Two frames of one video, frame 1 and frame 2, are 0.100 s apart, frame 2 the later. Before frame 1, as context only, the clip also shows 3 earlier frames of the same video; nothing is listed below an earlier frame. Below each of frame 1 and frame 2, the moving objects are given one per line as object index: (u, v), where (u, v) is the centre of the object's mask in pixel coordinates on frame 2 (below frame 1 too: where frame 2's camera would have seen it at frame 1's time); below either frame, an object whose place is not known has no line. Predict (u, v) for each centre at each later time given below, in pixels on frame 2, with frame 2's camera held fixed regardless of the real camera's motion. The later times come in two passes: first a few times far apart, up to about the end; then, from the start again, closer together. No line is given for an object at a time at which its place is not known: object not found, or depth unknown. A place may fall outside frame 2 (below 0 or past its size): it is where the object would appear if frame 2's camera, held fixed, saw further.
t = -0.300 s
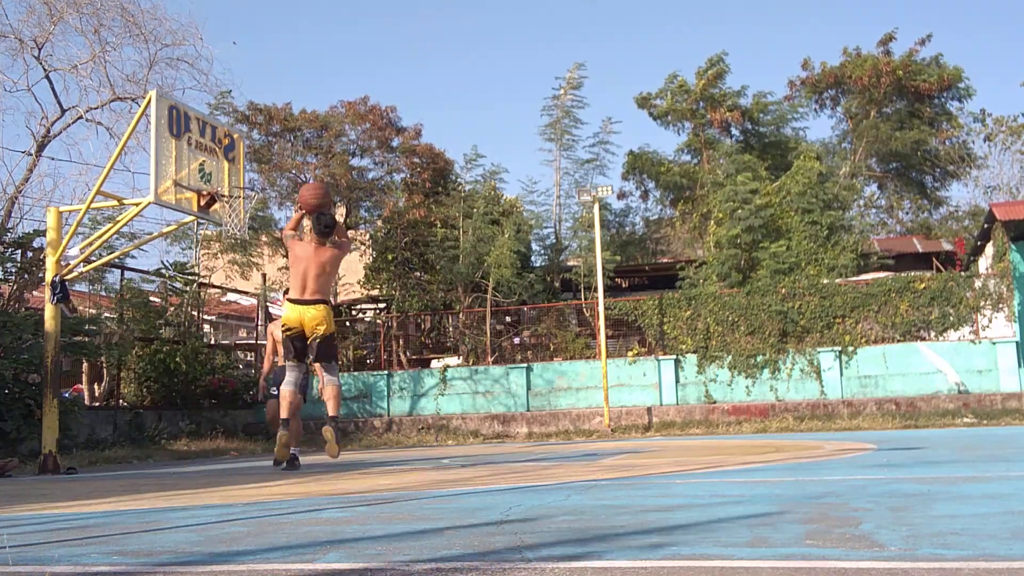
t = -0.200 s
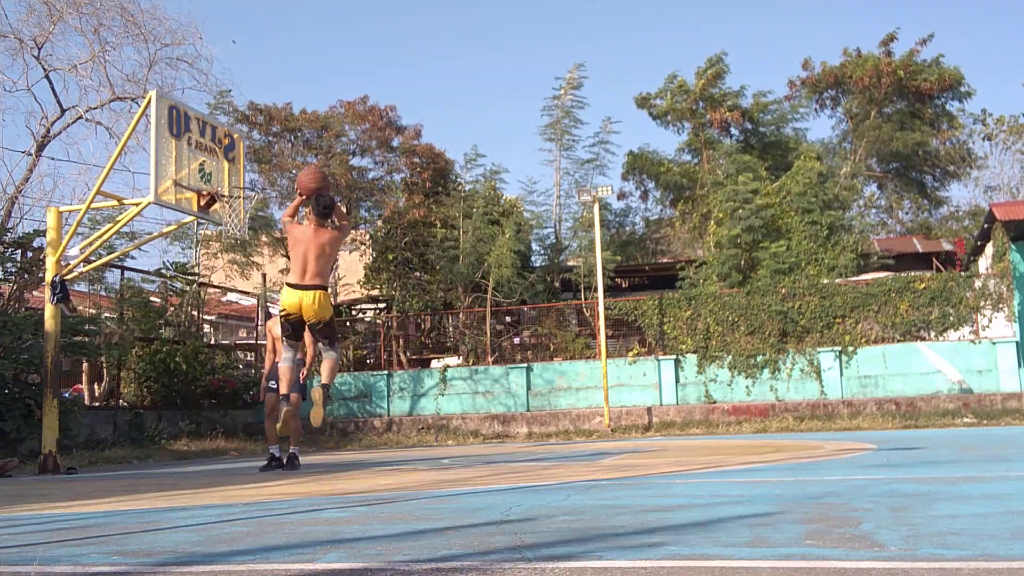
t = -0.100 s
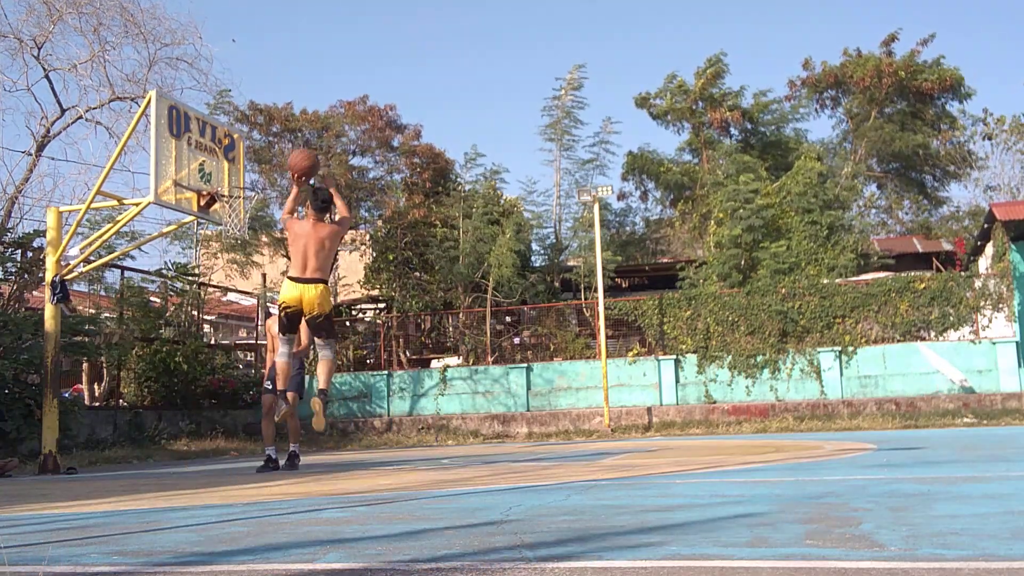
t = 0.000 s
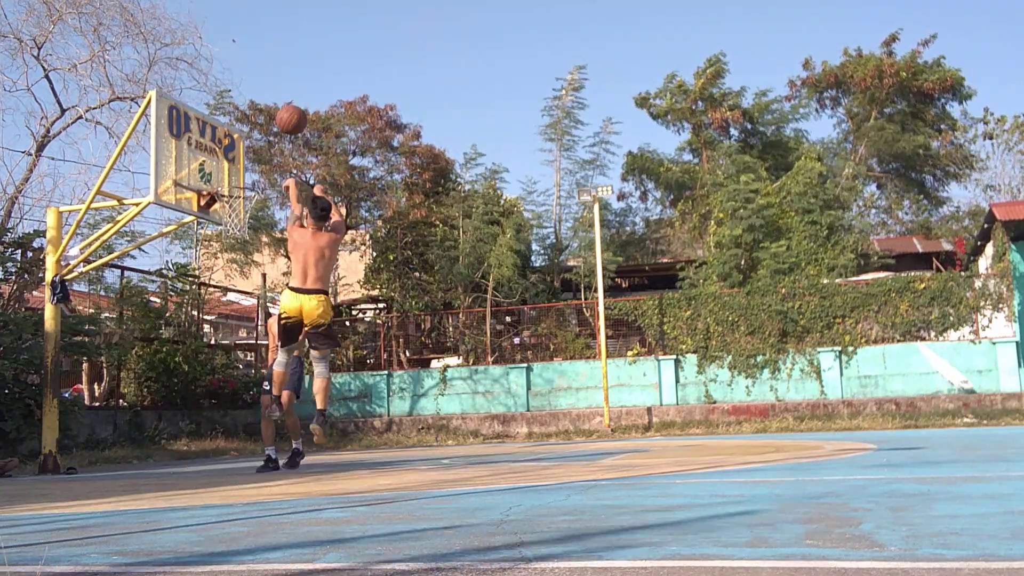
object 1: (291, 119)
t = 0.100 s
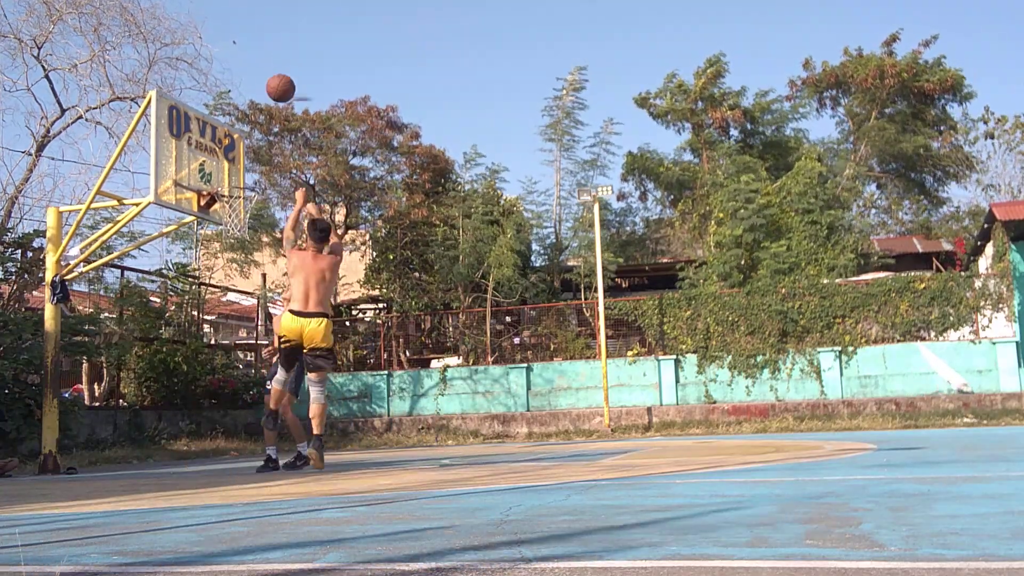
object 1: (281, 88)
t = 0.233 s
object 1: (268, 67)
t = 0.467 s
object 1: (251, 76)
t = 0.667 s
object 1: (240, 121)
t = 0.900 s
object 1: (235, 201)
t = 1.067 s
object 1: (256, 249)
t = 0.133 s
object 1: (277, 81)
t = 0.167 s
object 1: (274, 75)
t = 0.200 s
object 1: (271, 70)
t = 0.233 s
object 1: (268, 67)
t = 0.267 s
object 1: (266, 64)
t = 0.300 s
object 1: (263, 63)
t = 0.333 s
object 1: (260, 64)
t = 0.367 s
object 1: (258, 65)
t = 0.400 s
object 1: (255, 67)
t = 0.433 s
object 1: (253, 71)
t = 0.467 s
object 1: (251, 76)
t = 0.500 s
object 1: (249, 81)
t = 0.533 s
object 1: (247, 88)
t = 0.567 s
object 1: (245, 95)
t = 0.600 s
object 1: (243, 103)
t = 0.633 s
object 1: (241, 112)
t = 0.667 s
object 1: (240, 121)
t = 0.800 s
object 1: (233, 168)
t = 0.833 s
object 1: (233, 179)
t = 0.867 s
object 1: (230, 196)
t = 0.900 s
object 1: (235, 201)
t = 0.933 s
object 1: (241, 213)
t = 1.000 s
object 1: (249, 232)
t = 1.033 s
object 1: (253, 239)
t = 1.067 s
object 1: (256, 249)
